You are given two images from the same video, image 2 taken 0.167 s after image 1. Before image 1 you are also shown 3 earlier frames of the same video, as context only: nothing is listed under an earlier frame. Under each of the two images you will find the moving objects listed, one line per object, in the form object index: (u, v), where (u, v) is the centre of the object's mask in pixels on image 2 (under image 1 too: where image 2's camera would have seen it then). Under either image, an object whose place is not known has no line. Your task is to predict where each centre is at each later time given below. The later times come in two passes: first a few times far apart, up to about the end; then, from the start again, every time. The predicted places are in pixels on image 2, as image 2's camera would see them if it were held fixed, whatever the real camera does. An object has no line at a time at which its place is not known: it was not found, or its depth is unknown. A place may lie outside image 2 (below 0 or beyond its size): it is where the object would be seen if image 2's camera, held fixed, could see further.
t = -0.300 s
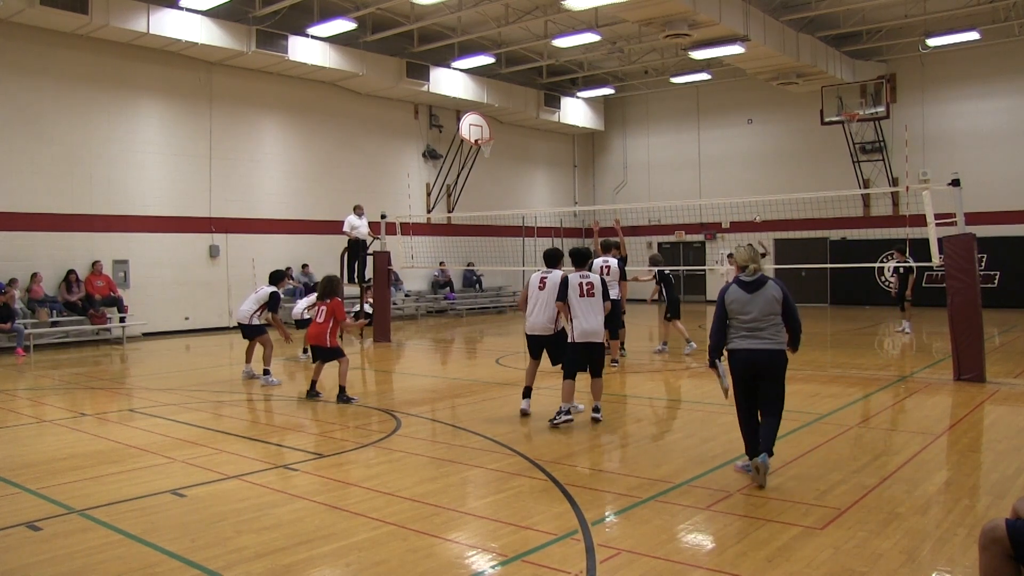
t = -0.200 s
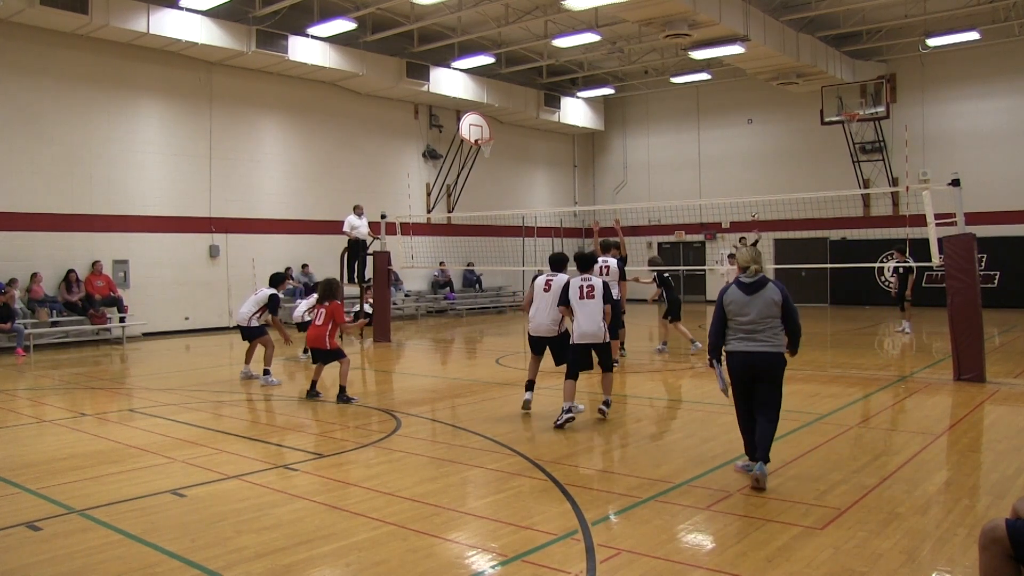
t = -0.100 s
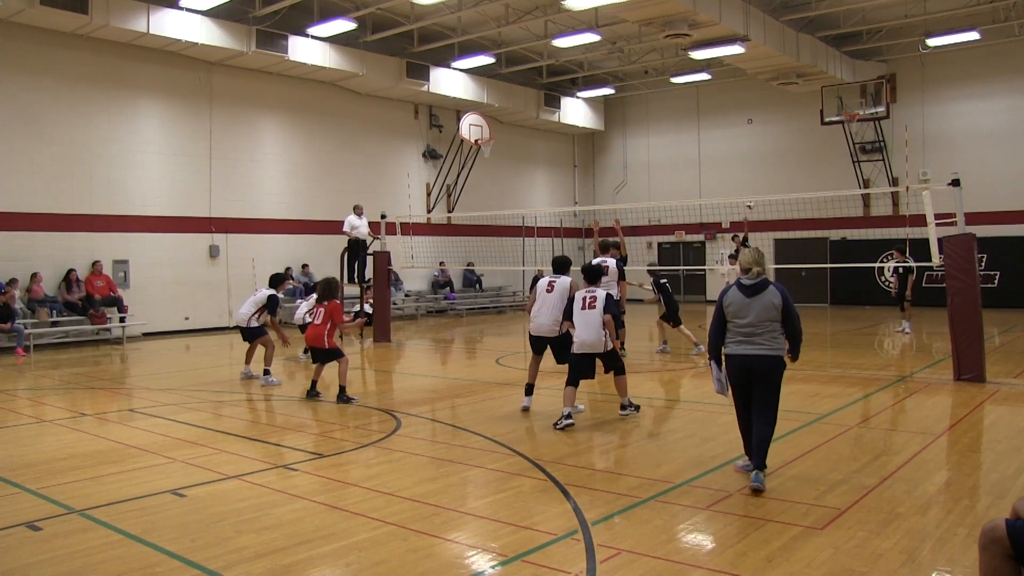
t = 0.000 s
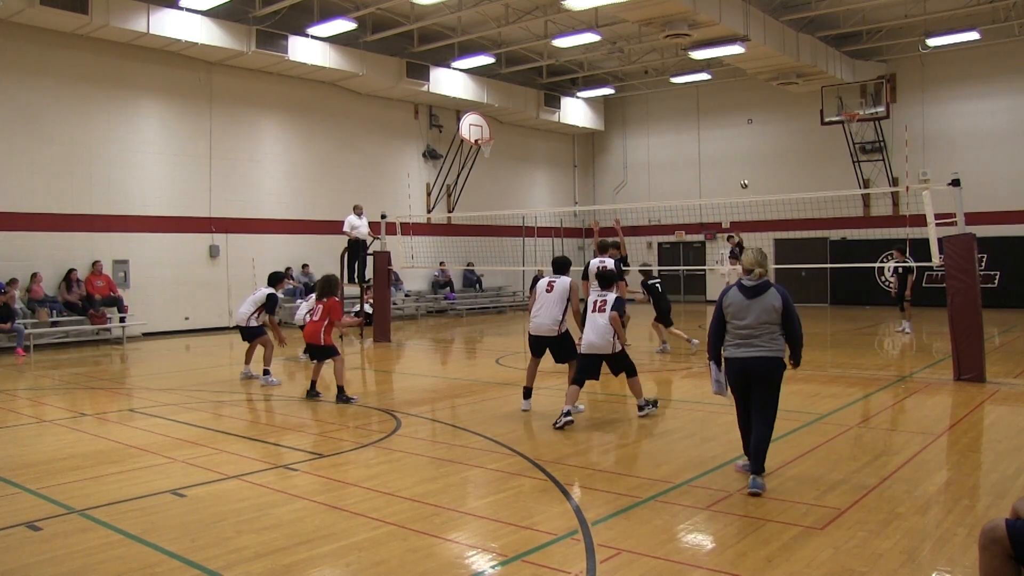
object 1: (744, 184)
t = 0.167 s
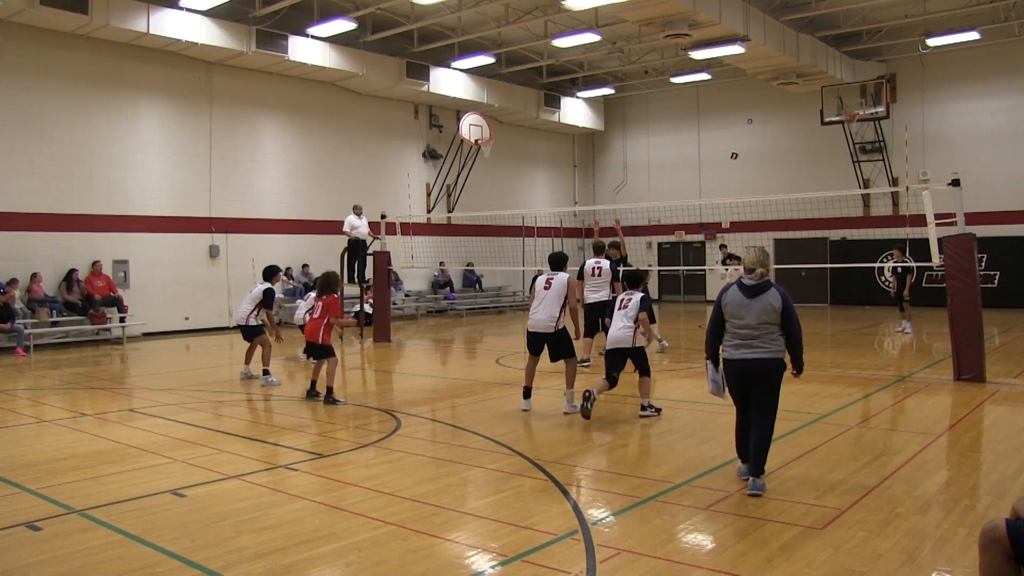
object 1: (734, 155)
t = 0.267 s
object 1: (726, 140)
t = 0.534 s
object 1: (703, 117)
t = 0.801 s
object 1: (675, 135)
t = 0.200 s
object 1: (731, 149)
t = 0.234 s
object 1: (729, 145)
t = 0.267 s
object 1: (726, 140)
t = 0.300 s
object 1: (724, 136)
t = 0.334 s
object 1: (721, 132)
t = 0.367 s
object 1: (718, 128)
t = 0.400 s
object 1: (715, 125)
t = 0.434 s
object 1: (713, 123)
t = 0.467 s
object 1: (710, 120)
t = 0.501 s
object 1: (706, 118)
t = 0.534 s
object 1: (703, 117)
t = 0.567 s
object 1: (700, 116)
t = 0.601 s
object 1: (696, 116)
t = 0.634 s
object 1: (692, 117)
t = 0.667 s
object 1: (689, 118)
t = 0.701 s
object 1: (685, 121)
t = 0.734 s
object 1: (682, 124)
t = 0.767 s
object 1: (678, 129)
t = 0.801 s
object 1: (675, 135)
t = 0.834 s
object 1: (671, 142)
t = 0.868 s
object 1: (667, 151)
